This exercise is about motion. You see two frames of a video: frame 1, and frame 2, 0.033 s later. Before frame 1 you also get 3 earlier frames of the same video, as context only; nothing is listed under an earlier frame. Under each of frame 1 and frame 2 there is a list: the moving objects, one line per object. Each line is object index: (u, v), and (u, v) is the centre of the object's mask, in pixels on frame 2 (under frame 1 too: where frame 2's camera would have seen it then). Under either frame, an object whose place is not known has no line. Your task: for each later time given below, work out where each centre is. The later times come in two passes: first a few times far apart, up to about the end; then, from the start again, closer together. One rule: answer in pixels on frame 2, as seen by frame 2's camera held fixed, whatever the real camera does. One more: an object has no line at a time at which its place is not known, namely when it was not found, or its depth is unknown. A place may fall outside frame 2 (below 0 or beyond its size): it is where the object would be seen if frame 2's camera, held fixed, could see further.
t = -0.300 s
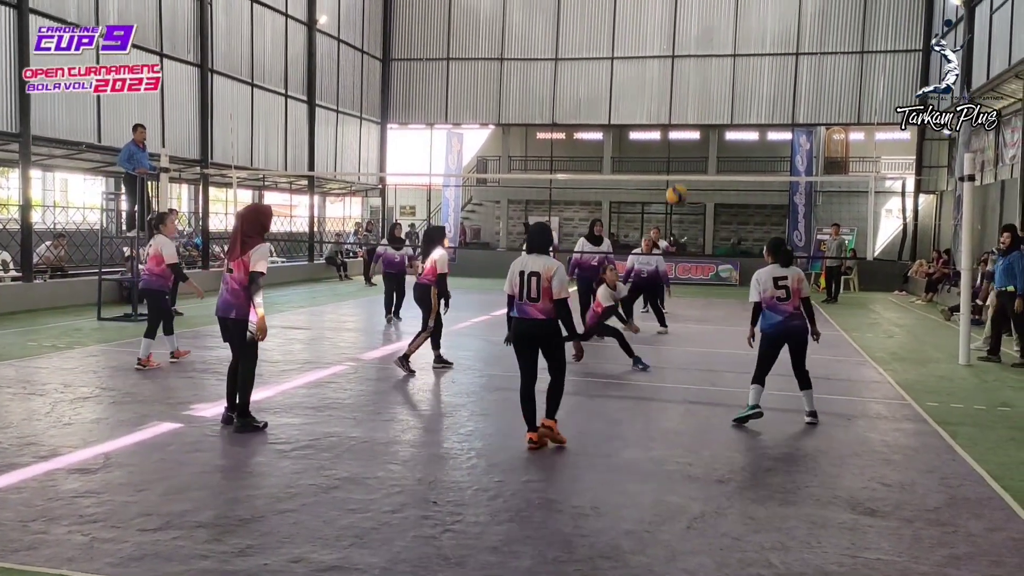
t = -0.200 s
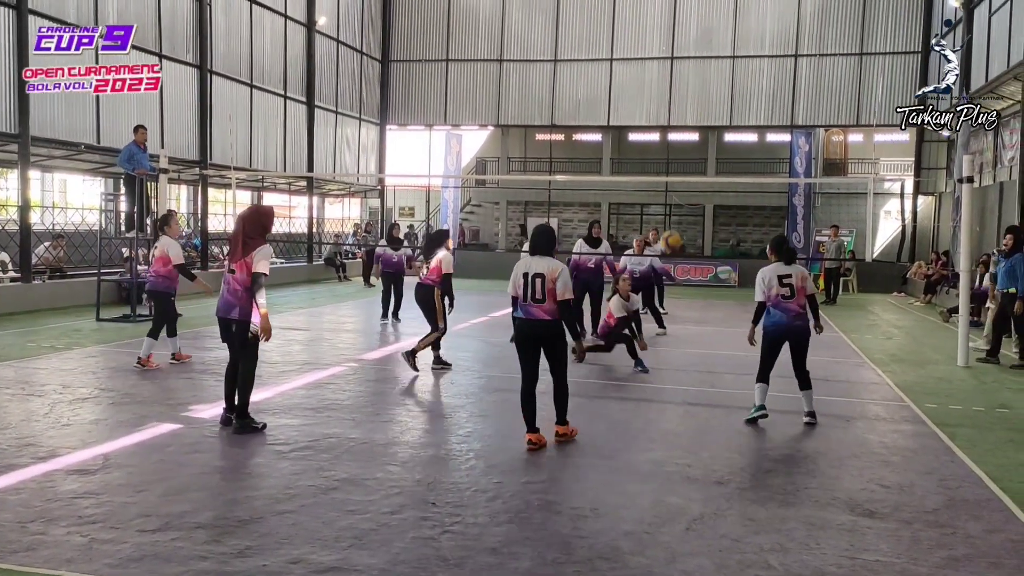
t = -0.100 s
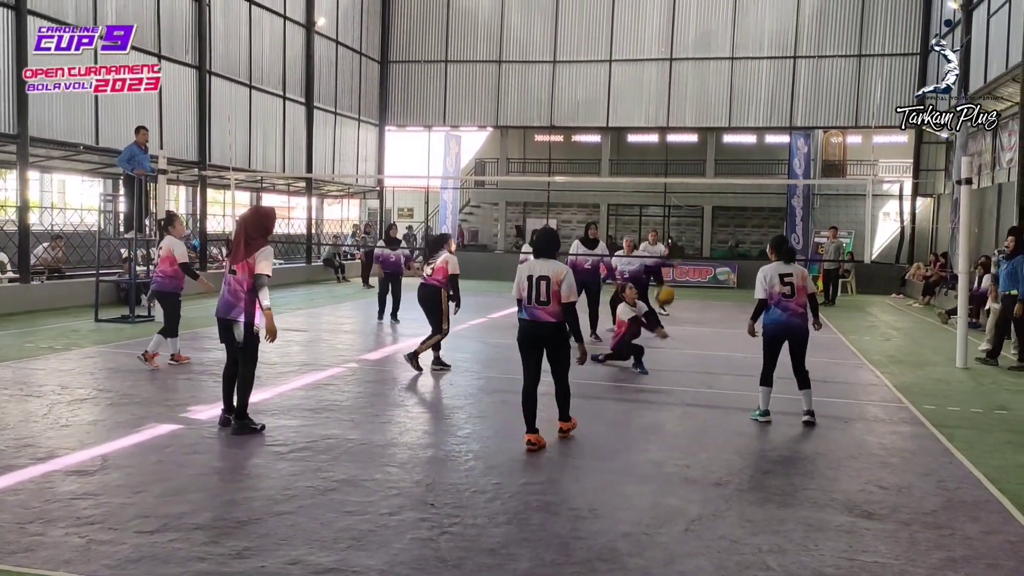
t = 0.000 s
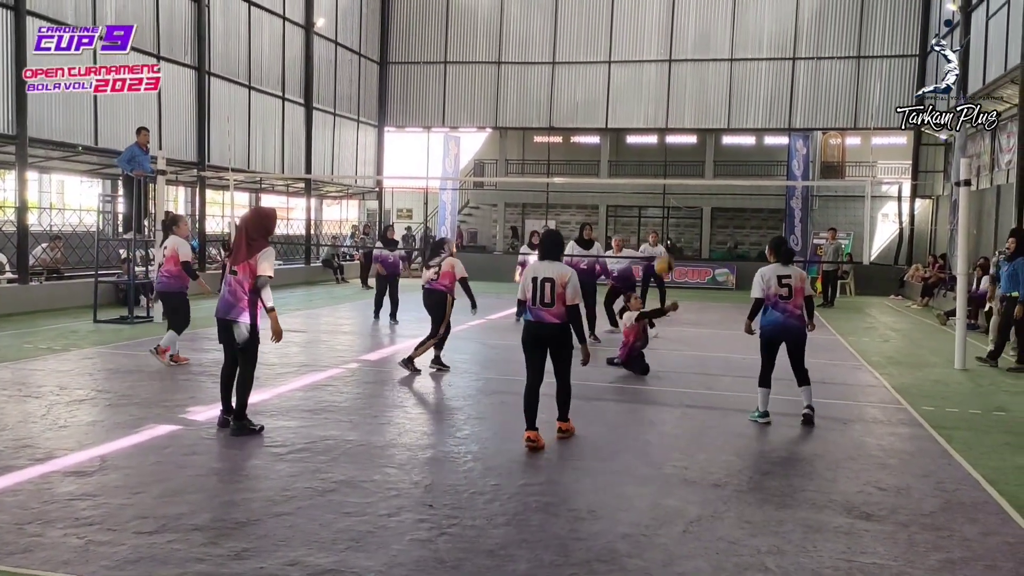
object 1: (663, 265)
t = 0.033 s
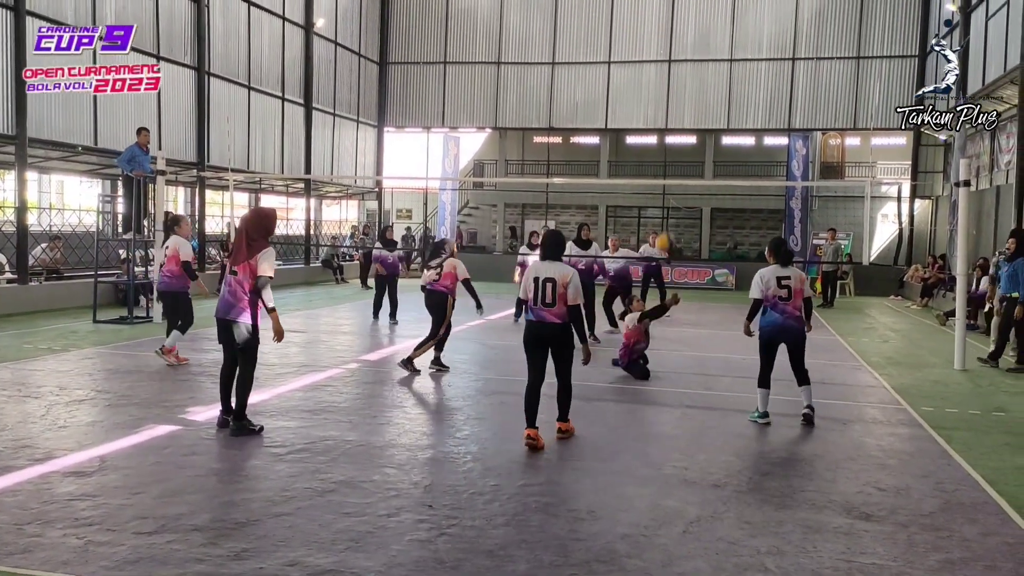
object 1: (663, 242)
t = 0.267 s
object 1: (675, 117)
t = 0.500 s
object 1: (681, 41)
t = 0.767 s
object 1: (686, 18)
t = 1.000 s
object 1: (688, 51)
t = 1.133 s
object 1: (688, 92)
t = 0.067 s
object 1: (663, 221)
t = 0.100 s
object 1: (667, 202)
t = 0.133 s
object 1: (669, 183)
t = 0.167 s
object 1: (669, 165)
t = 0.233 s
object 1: (673, 131)
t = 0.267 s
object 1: (675, 117)
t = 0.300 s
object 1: (675, 104)
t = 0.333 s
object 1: (676, 90)
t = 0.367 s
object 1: (677, 78)
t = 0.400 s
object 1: (678, 67)
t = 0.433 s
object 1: (679, 57)
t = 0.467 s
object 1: (680, 49)
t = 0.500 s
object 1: (681, 41)
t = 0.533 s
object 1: (682, 35)
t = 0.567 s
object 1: (683, 29)
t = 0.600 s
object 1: (683, 25)
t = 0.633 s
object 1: (684, 21)
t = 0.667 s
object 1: (684, 19)
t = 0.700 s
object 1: (685, 17)
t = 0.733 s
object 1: (685, 17)
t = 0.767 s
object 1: (686, 18)
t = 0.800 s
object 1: (686, 19)
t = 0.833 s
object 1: (687, 22)
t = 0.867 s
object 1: (687, 26)
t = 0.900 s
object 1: (688, 31)
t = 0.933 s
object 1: (688, 37)
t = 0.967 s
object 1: (688, 44)
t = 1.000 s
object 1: (688, 51)
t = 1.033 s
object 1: (688, 60)
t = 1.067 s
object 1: (688, 69)
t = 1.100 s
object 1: (688, 81)
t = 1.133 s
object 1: (688, 92)
